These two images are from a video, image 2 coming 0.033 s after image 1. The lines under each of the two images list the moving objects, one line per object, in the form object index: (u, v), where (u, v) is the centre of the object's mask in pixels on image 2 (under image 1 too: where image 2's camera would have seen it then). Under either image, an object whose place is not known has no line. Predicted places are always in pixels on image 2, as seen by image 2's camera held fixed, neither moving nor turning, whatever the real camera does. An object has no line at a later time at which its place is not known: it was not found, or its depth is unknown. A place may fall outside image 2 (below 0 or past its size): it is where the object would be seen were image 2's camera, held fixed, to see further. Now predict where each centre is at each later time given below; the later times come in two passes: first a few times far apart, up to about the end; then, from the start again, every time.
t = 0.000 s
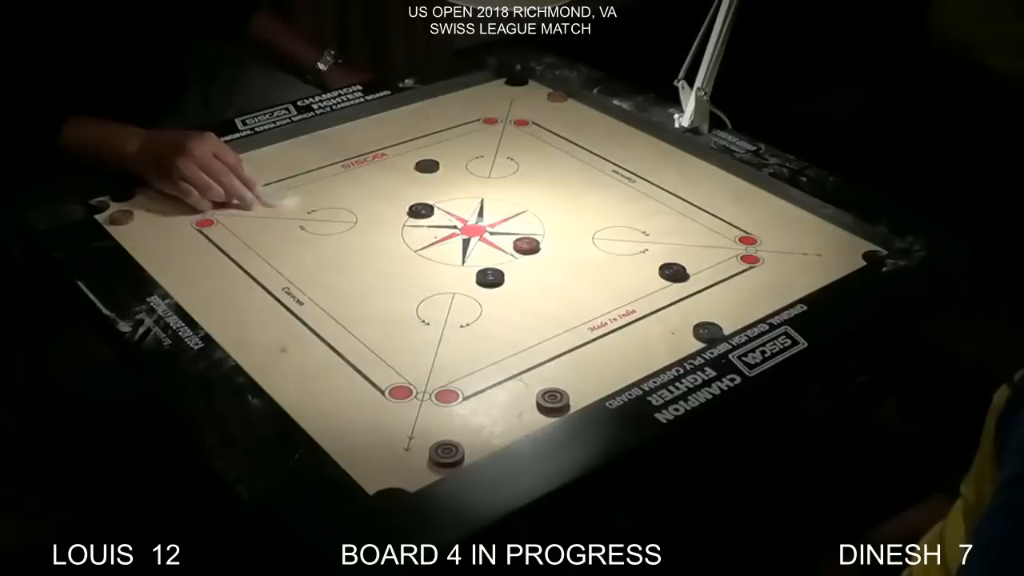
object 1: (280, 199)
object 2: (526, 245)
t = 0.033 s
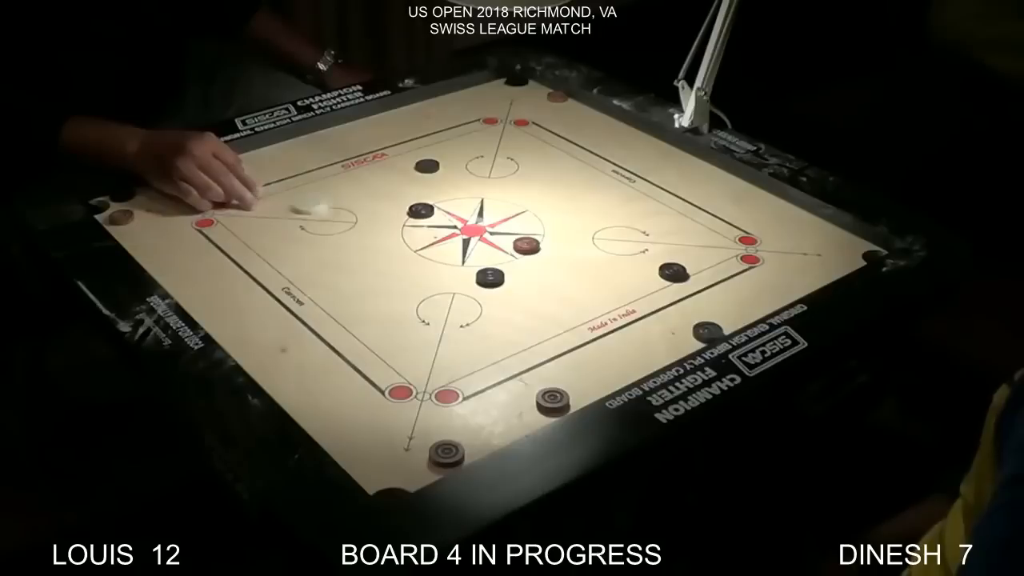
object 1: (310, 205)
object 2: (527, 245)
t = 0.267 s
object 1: (505, 252)
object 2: (556, 246)
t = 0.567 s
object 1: (601, 290)
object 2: (829, 256)
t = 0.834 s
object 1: (629, 303)
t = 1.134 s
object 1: (629, 303)
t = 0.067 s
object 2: (526, 245)
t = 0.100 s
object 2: (526, 245)
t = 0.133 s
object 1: (397, 226)
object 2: (526, 245)
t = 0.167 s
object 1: (430, 231)
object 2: (526, 245)
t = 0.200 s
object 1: (459, 238)
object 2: (526, 245)
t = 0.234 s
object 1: (487, 245)
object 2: (526, 245)
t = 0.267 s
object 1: (505, 252)
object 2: (556, 246)
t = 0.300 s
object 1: (519, 258)
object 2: (592, 247)
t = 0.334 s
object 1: (532, 263)
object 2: (628, 249)
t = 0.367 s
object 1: (545, 267)
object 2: (662, 250)
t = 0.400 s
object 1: (556, 271)
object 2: (694, 251)
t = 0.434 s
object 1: (567, 276)
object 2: (724, 252)
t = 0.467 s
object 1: (577, 280)
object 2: (754, 253)
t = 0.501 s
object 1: (586, 284)
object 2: (780, 254)
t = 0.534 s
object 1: (594, 287)
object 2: (806, 255)
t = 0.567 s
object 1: (601, 290)
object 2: (829, 256)
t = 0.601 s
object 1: (608, 293)
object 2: (849, 256)
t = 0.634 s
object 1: (614, 296)
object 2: (865, 256)
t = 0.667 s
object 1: (618, 298)
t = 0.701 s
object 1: (622, 299)
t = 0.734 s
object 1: (625, 301)
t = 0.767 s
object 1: (627, 302)
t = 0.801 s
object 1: (629, 303)
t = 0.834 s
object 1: (629, 303)
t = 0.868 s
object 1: (629, 303)
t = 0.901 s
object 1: (629, 303)
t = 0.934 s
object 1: (629, 303)
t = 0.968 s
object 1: (629, 303)
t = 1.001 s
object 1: (629, 303)
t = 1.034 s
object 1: (629, 303)
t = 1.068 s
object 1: (629, 303)
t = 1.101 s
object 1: (629, 303)
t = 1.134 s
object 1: (629, 303)
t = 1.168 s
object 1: (629, 303)
